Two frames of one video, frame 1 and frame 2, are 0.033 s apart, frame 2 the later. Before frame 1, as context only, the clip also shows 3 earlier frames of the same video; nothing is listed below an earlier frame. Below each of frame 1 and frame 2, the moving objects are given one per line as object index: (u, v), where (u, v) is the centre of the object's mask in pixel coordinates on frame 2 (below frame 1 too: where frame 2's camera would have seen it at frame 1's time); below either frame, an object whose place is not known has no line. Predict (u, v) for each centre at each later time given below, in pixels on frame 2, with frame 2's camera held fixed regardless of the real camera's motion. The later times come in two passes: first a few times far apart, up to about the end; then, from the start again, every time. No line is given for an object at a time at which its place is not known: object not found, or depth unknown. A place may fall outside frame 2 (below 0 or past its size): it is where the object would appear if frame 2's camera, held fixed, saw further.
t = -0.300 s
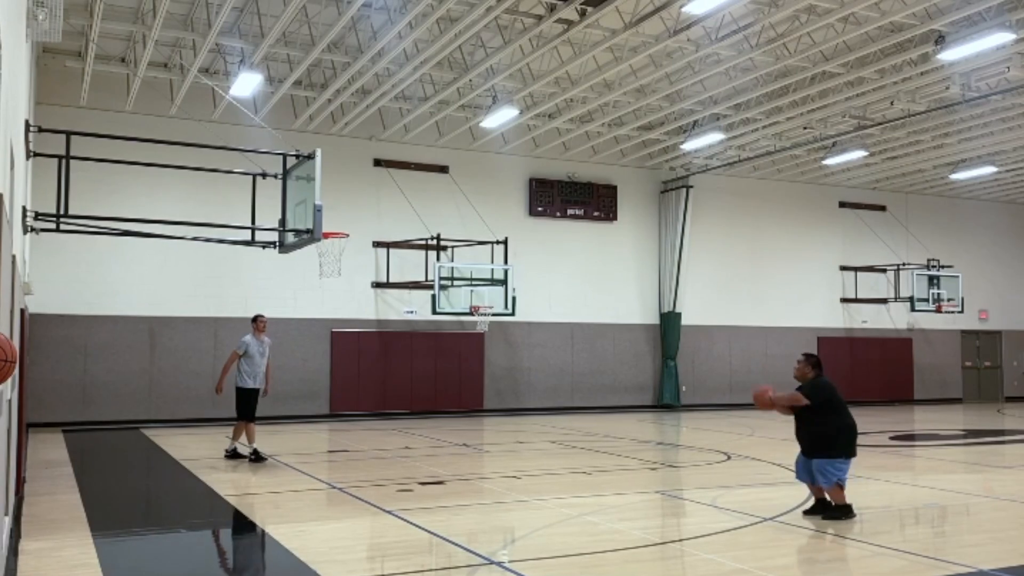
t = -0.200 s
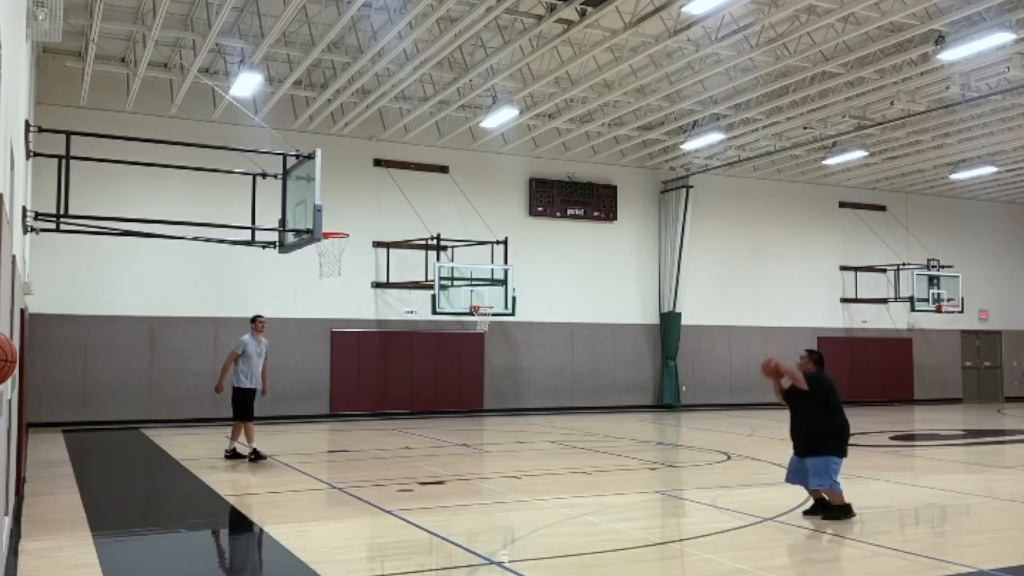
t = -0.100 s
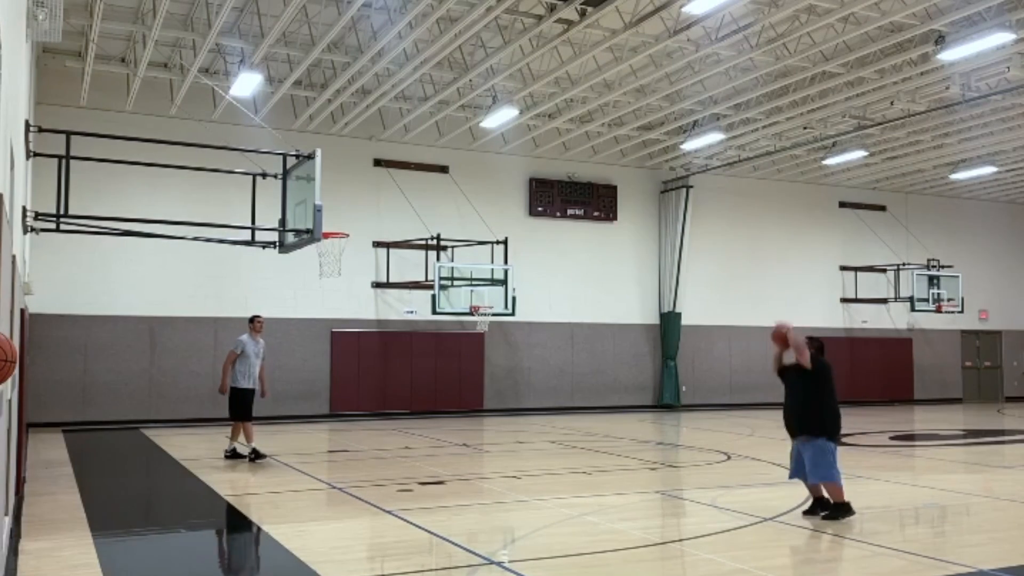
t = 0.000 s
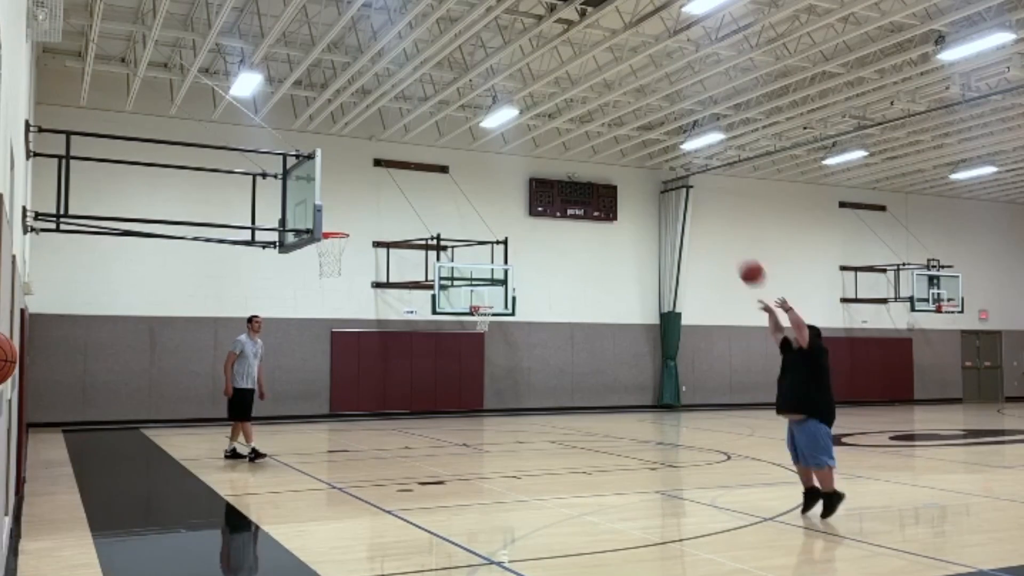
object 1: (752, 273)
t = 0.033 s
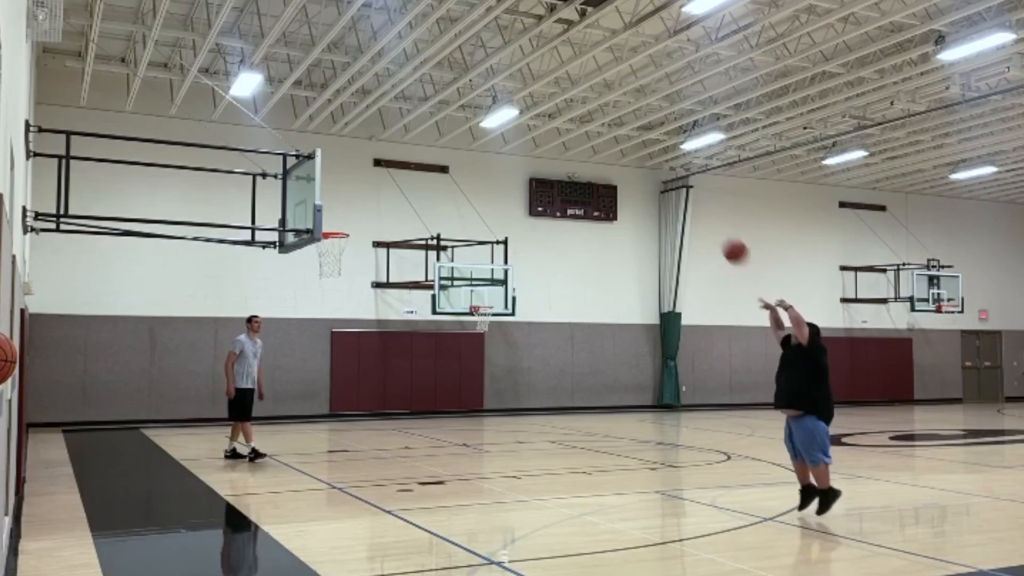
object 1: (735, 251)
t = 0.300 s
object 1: (618, 132)
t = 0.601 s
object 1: (510, 89)
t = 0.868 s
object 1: (429, 114)
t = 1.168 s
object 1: (348, 201)
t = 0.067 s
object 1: (719, 232)
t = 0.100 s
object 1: (704, 214)
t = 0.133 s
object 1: (689, 197)
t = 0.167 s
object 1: (673, 182)
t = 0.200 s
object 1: (659, 167)
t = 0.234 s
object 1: (645, 155)
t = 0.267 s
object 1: (631, 143)
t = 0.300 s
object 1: (618, 132)
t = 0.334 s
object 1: (605, 124)
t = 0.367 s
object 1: (592, 116)
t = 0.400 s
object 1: (580, 109)
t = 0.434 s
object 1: (568, 103)
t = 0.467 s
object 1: (556, 98)
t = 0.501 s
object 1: (544, 94)
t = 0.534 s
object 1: (533, 92)
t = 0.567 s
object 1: (521, 90)
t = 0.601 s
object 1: (510, 89)
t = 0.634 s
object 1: (499, 89)
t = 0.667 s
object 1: (489, 90)
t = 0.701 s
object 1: (478, 91)
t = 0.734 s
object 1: (467, 95)
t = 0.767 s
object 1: (458, 99)
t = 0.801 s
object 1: (448, 103)
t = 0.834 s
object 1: (438, 108)
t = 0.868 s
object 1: (429, 114)
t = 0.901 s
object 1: (419, 121)
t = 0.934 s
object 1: (410, 128)
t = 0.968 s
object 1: (401, 137)
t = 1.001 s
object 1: (392, 145)
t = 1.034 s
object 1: (383, 155)
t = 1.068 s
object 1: (374, 165)
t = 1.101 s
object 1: (365, 177)
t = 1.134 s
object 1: (357, 188)
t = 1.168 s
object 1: (348, 201)
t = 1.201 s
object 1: (340, 213)
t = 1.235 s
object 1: (332, 225)
